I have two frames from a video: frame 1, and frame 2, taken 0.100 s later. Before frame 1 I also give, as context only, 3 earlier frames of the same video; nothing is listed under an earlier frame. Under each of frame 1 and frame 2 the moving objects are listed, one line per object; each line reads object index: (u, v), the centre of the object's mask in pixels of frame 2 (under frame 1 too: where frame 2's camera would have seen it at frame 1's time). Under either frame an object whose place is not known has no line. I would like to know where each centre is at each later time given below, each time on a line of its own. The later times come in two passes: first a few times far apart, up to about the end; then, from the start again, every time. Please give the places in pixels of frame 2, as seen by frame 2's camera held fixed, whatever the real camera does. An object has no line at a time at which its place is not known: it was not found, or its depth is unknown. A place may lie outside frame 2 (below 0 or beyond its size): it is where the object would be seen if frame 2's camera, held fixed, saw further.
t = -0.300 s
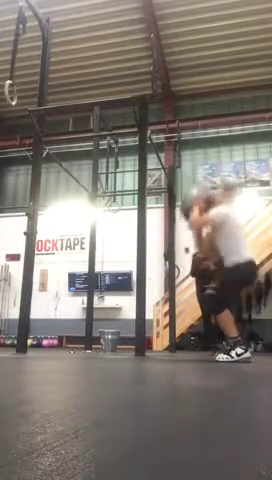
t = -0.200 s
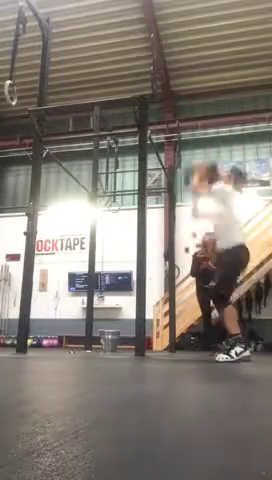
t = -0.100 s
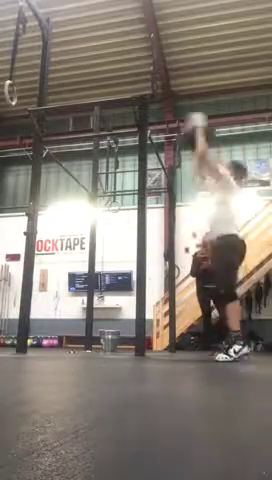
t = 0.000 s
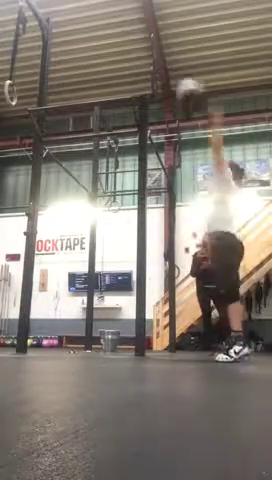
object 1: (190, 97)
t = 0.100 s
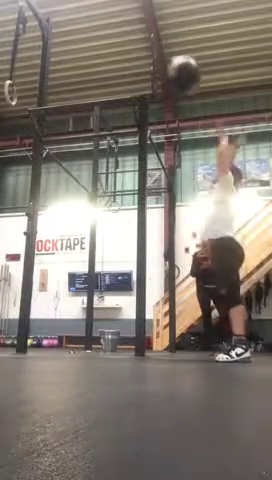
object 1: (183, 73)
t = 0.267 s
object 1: (173, 52)
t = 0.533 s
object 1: (175, 58)
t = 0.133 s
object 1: (181, 66)
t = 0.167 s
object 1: (179, 61)
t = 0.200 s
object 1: (176, 58)
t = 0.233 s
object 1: (175, 54)
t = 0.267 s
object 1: (173, 52)
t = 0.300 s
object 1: (171, 51)
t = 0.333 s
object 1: (171, 50)
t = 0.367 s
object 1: (170, 50)
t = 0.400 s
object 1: (170, 50)
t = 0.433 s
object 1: (171, 51)
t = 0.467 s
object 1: (172, 52)
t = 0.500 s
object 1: (174, 53)
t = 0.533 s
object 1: (175, 58)
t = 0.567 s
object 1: (176, 62)
